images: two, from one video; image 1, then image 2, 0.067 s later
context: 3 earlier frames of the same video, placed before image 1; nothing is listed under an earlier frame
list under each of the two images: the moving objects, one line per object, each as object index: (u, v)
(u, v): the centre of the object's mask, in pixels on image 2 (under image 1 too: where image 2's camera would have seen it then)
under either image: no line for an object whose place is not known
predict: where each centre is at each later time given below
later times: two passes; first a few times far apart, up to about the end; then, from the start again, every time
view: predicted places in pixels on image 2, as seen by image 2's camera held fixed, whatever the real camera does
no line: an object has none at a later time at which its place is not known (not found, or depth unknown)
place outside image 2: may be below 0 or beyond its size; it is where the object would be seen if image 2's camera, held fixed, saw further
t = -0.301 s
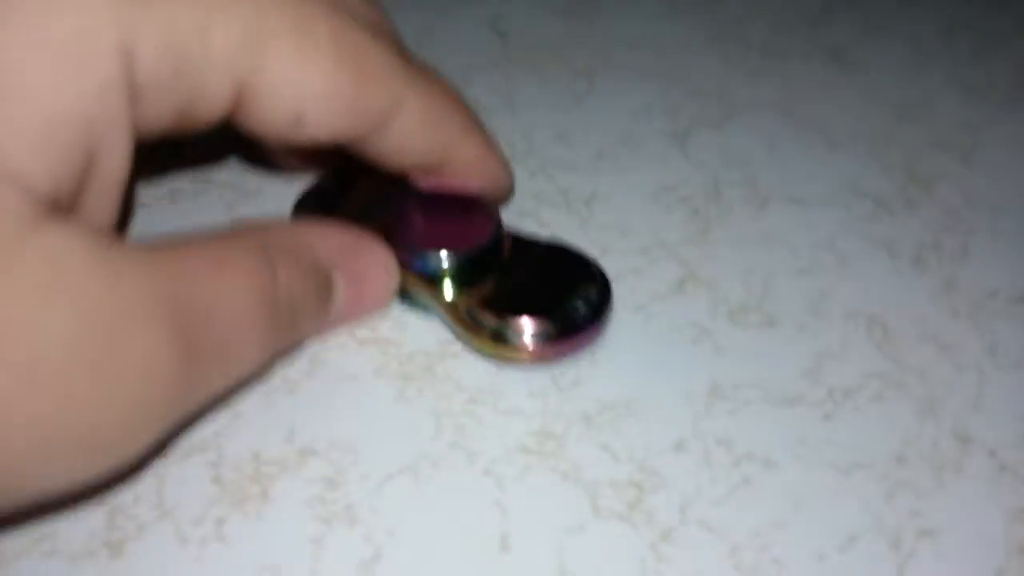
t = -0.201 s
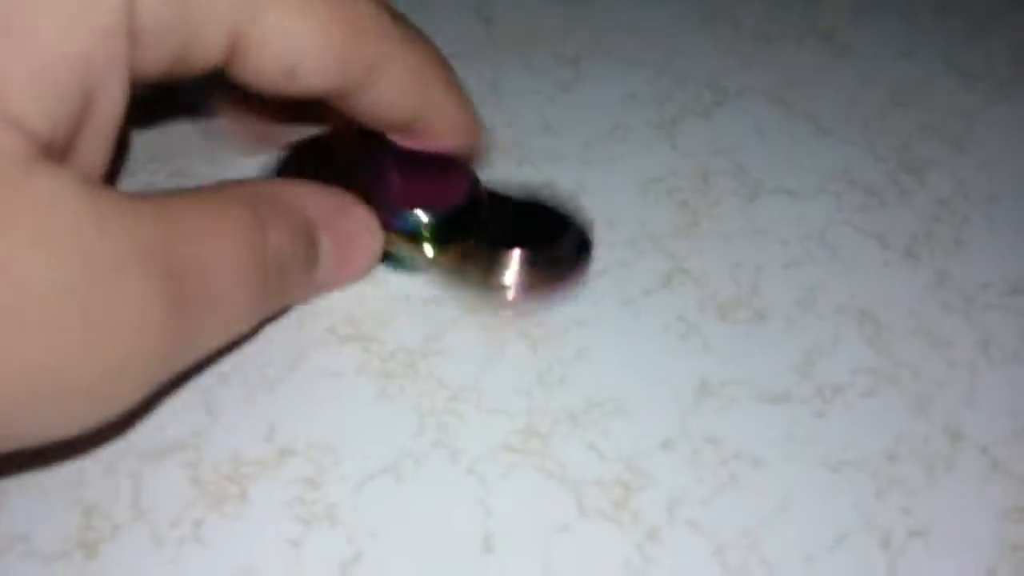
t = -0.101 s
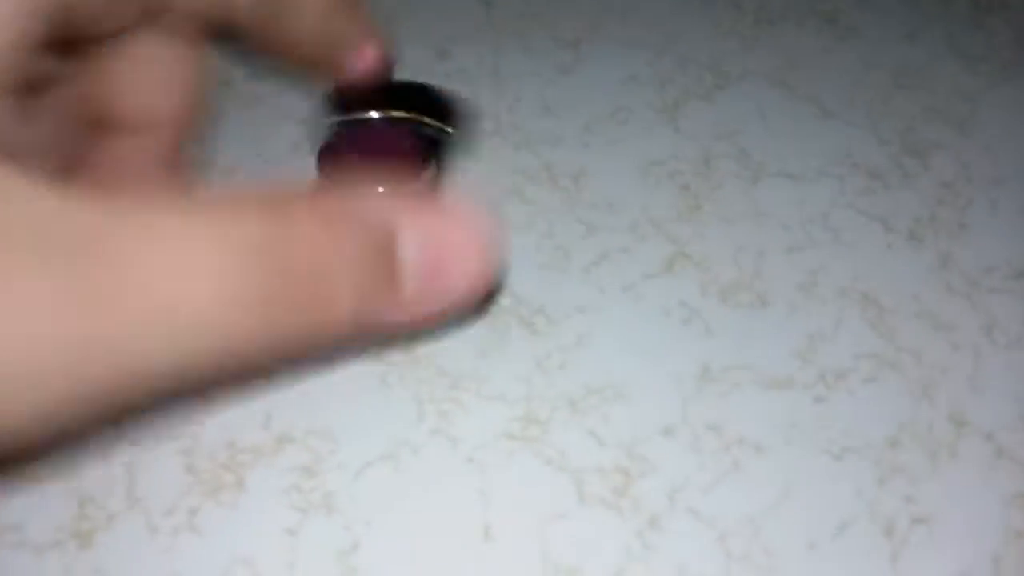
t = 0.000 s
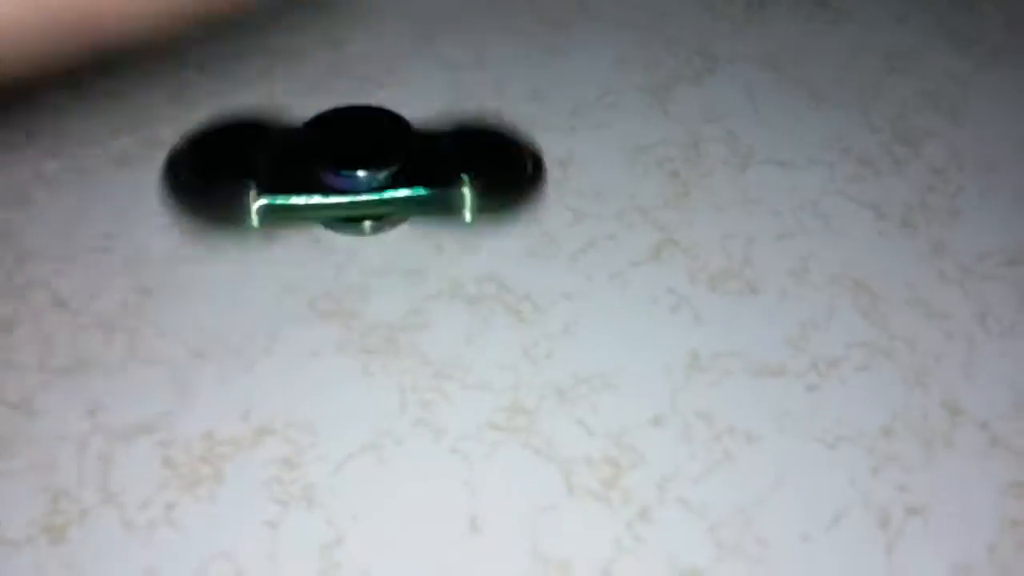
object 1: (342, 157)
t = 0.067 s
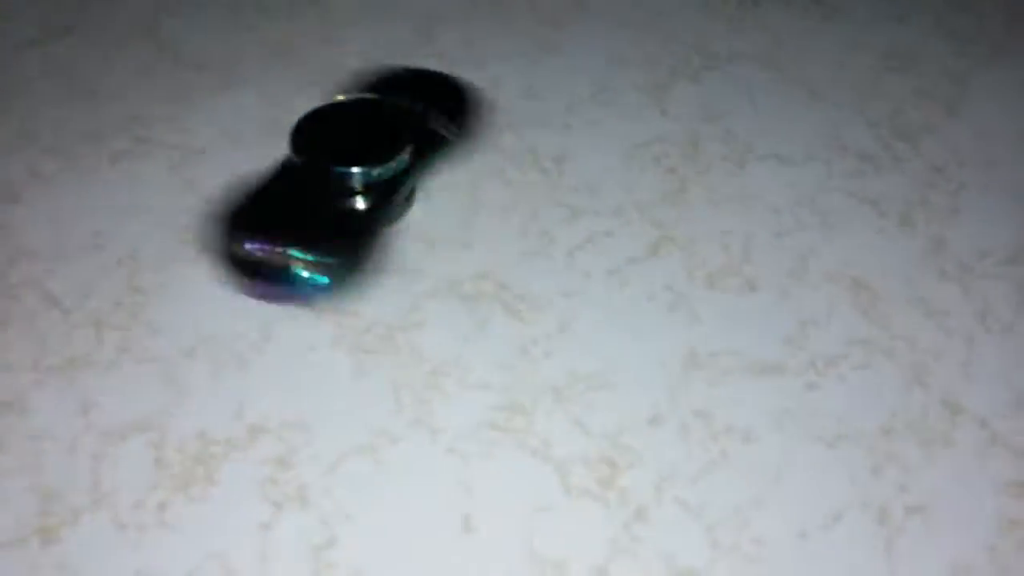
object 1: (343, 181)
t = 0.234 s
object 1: (334, 173)
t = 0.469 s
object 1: (350, 186)
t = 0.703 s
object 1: (365, 179)
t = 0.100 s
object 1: (359, 179)
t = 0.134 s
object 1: (367, 172)
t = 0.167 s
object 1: (358, 160)
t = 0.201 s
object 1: (340, 158)
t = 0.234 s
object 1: (334, 173)
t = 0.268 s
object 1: (347, 184)
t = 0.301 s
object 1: (362, 180)
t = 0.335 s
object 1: (362, 168)
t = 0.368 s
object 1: (346, 153)
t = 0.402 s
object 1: (333, 164)
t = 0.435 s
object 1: (335, 180)
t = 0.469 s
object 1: (350, 186)
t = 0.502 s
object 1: (365, 180)
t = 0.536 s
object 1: (364, 168)
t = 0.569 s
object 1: (346, 152)
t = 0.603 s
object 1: (337, 162)
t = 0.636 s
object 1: (335, 181)
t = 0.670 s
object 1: (352, 185)
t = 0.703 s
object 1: (365, 179)
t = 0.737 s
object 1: (364, 168)
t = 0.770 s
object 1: (348, 158)
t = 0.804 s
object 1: (333, 169)
